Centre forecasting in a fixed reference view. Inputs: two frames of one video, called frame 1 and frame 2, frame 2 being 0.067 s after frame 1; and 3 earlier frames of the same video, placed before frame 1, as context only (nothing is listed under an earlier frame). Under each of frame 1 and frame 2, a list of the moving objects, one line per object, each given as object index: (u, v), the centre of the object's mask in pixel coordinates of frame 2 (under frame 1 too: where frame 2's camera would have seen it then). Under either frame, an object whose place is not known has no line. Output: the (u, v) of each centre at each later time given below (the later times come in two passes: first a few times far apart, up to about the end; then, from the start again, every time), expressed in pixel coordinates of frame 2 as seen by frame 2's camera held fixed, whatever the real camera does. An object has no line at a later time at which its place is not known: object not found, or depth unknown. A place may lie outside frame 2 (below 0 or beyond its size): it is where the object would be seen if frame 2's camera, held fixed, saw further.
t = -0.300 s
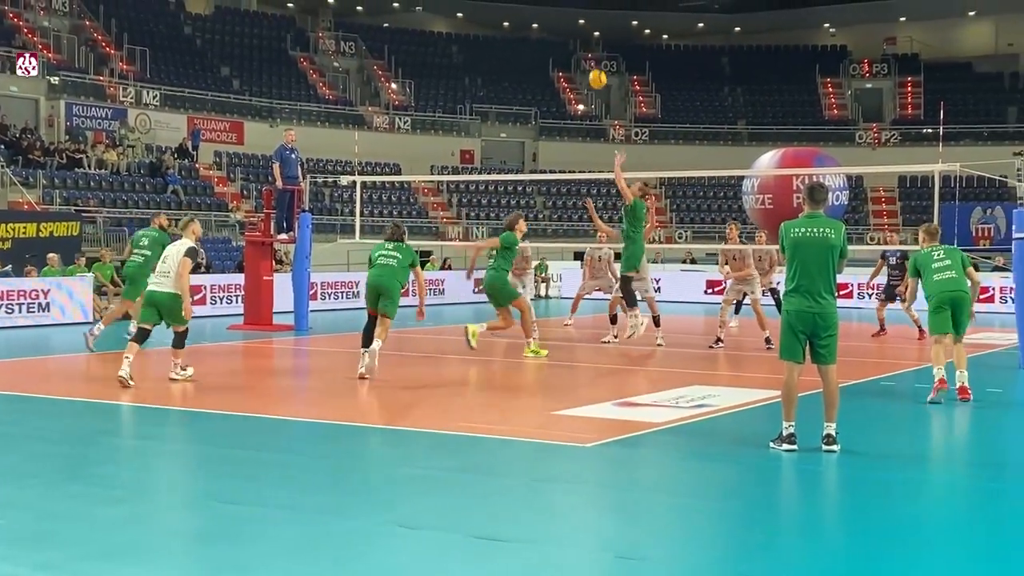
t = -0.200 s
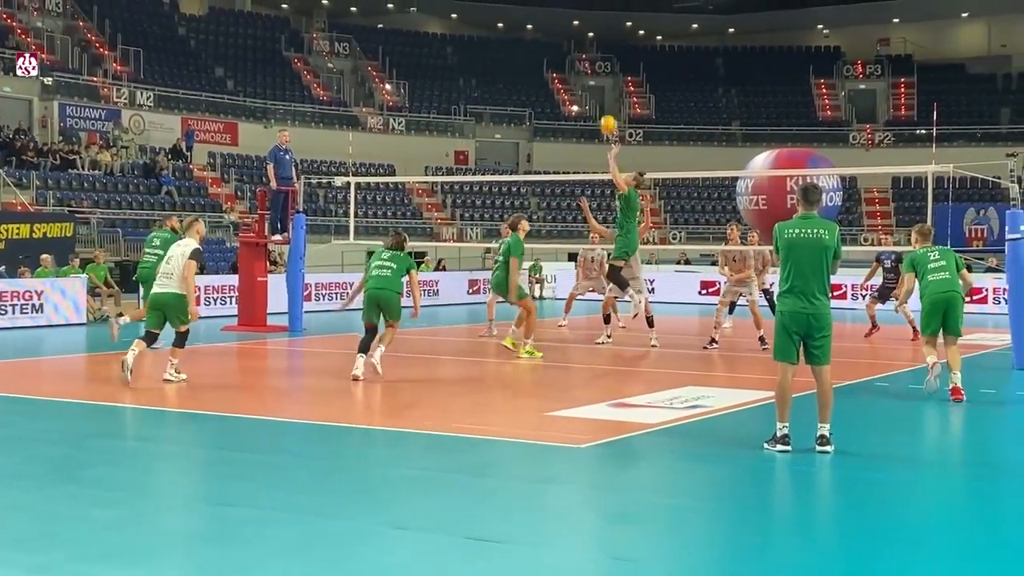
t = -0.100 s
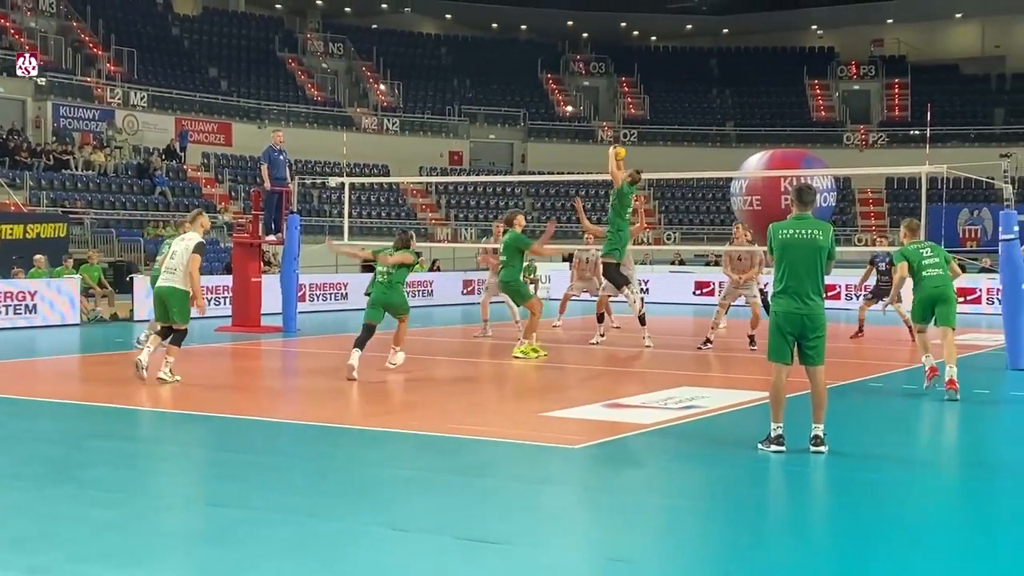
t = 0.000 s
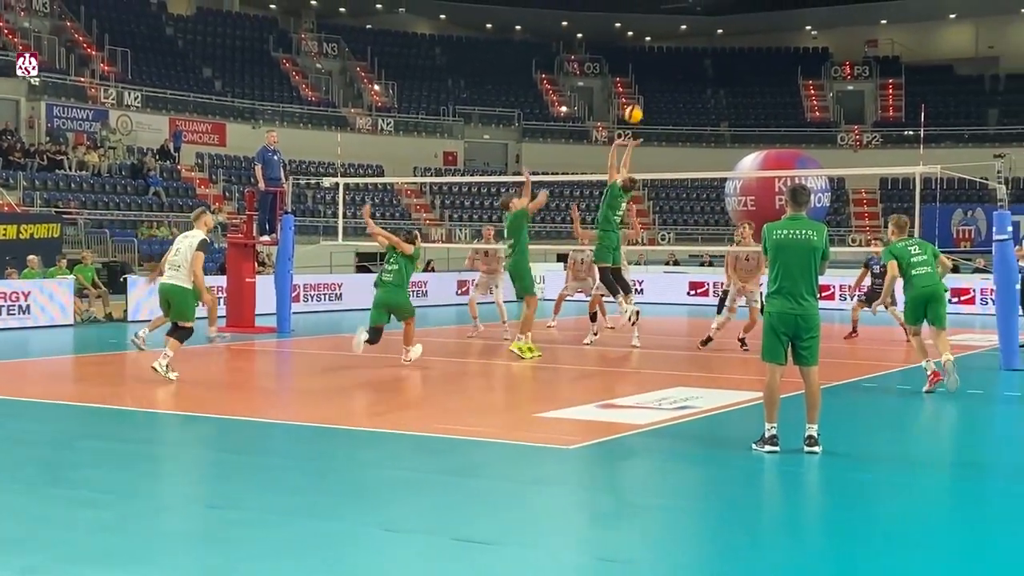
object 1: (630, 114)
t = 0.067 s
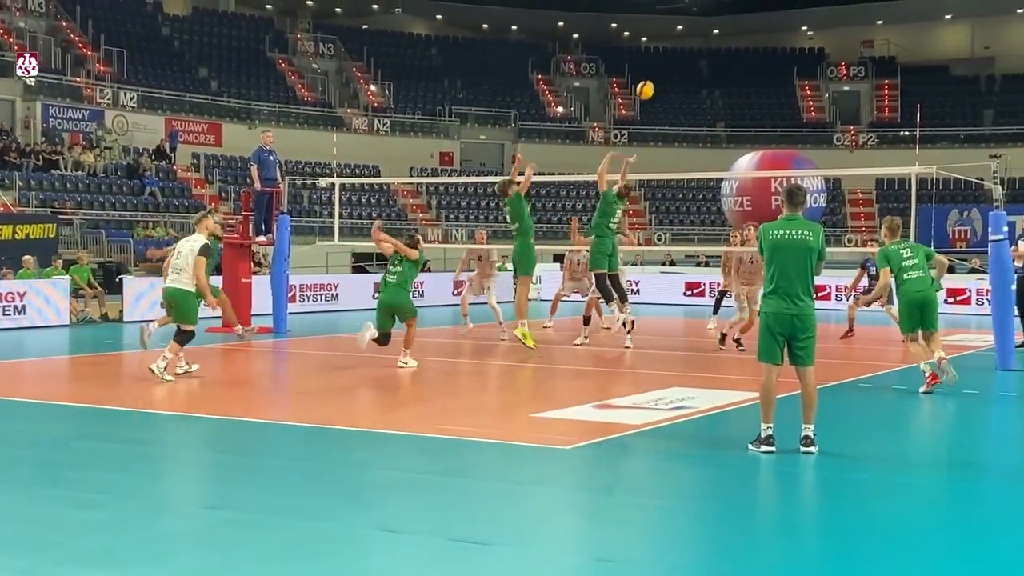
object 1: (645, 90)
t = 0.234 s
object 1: (683, 44)
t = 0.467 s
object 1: (737, 17)
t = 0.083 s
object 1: (649, 84)
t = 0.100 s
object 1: (653, 79)
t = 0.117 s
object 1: (657, 74)
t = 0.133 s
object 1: (660, 69)
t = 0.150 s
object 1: (664, 64)
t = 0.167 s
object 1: (668, 59)
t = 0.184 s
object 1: (672, 55)
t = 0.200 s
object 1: (676, 51)
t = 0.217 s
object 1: (680, 47)
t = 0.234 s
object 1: (683, 44)
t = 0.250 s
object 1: (687, 40)
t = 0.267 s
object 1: (691, 37)
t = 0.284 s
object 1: (695, 34)
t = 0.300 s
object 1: (699, 31)
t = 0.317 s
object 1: (702, 29)
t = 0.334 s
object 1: (706, 27)
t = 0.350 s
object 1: (710, 25)
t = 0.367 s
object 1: (714, 23)
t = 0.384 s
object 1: (718, 21)
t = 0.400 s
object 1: (721, 20)
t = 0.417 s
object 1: (725, 19)
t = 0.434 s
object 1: (729, 18)
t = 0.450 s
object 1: (733, 17)
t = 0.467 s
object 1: (737, 17)
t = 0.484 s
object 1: (740, 17)
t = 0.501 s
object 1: (744, 17)
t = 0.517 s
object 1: (748, 17)
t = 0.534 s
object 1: (751, 17)
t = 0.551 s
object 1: (755, 18)
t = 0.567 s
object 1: (759, 19)
